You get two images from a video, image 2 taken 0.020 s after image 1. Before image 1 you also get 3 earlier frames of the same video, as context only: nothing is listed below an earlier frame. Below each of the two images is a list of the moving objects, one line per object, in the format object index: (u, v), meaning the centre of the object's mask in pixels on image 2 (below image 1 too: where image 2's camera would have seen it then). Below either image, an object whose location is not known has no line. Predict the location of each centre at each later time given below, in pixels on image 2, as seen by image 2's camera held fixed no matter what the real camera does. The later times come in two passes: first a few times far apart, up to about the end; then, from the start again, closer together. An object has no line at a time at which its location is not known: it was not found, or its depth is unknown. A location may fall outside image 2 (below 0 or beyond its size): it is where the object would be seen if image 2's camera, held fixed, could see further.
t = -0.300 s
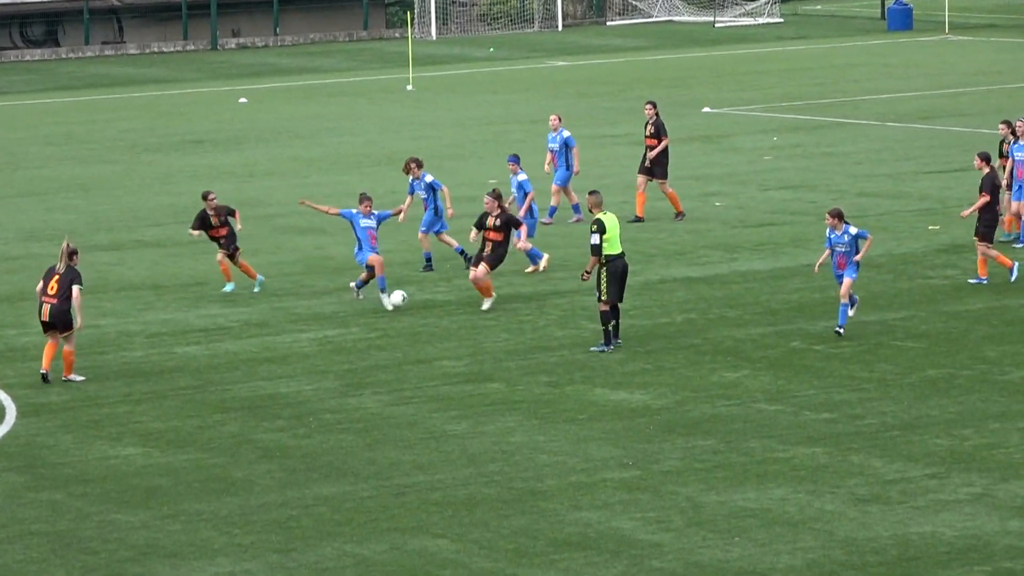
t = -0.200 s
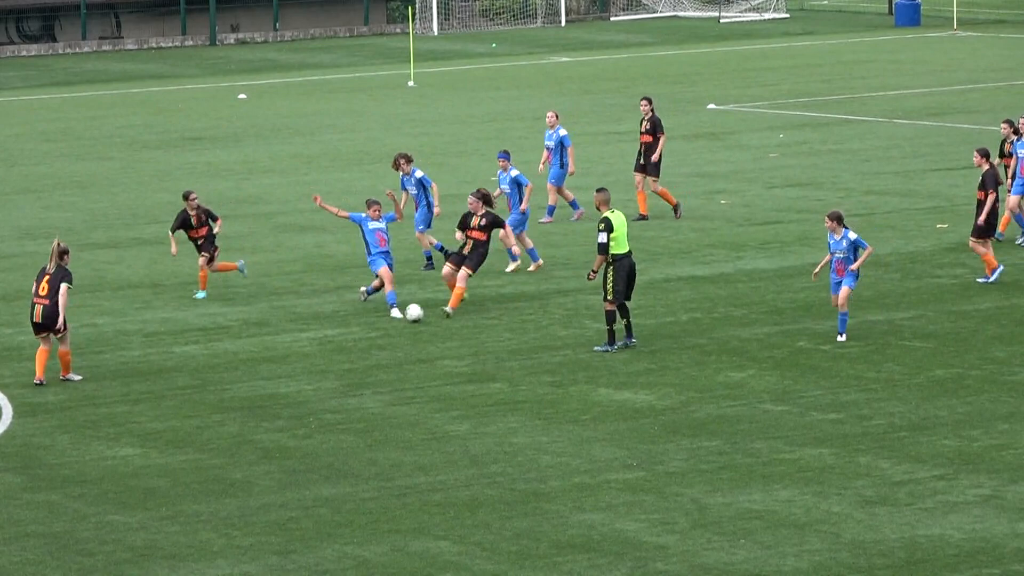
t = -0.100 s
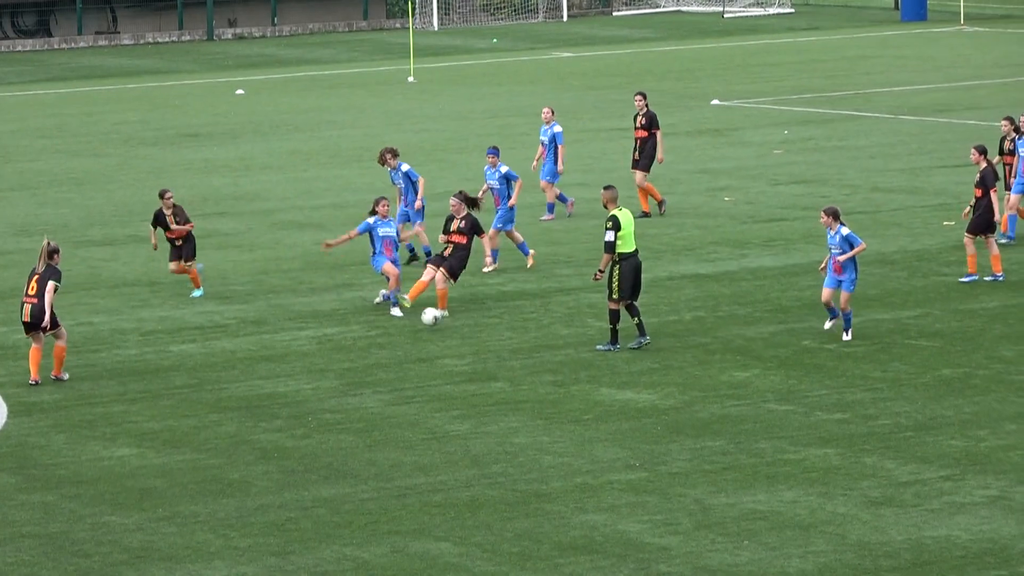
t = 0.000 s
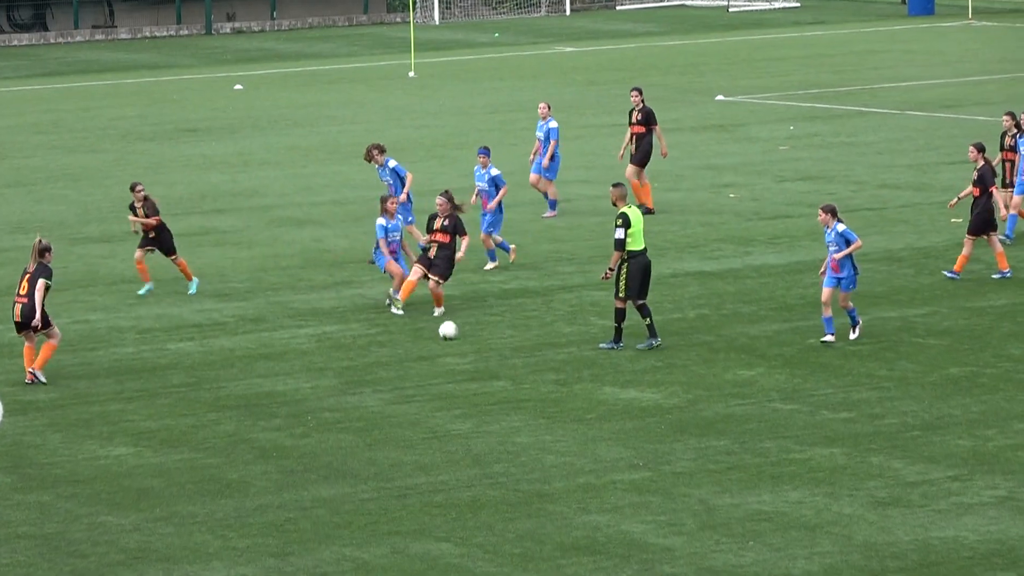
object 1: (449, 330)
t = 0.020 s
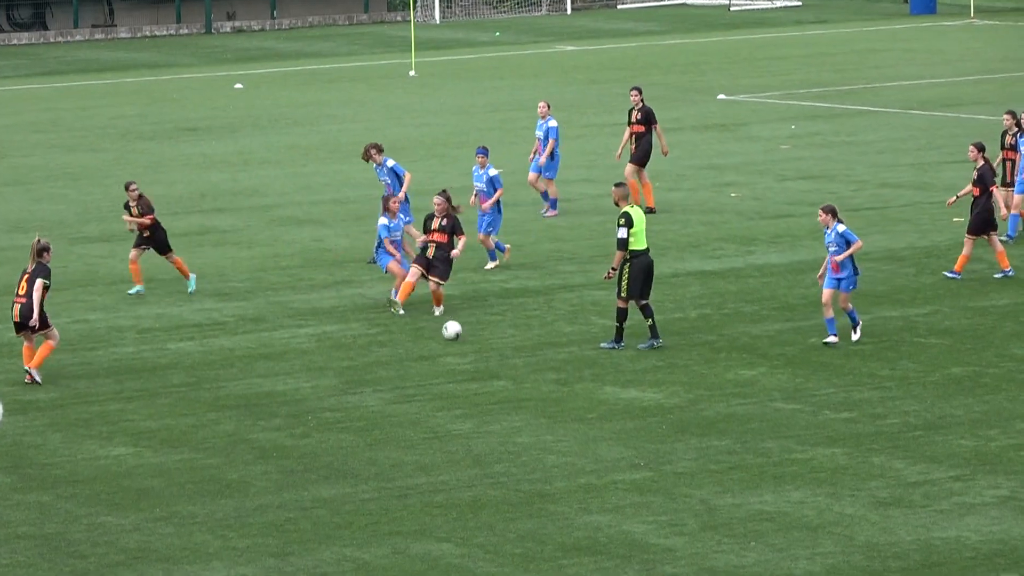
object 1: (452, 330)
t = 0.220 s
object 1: (479, 345)
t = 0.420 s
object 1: (503, 365)
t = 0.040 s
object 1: (454, 329)
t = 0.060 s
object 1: (457, 330)
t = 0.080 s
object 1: (459, 330)
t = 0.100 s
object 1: (462, 331)
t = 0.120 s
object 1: (465, 332)
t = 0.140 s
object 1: (468, 334)
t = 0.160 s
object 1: (470, 336)
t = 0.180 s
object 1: (473, 338)
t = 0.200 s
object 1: (476, 341)
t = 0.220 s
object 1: (479, 345)
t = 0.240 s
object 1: (481, 349)
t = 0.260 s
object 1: (483, 351)
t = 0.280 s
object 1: (486, 351)
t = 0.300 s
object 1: (488, 352)
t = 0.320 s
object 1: (491, 353)
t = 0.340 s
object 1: (493, 355)
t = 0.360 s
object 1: (496, 357)
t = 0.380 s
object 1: (498, 360)
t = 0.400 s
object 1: (501, 362)
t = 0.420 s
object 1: (503, 365)
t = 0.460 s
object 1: (508, 367)
